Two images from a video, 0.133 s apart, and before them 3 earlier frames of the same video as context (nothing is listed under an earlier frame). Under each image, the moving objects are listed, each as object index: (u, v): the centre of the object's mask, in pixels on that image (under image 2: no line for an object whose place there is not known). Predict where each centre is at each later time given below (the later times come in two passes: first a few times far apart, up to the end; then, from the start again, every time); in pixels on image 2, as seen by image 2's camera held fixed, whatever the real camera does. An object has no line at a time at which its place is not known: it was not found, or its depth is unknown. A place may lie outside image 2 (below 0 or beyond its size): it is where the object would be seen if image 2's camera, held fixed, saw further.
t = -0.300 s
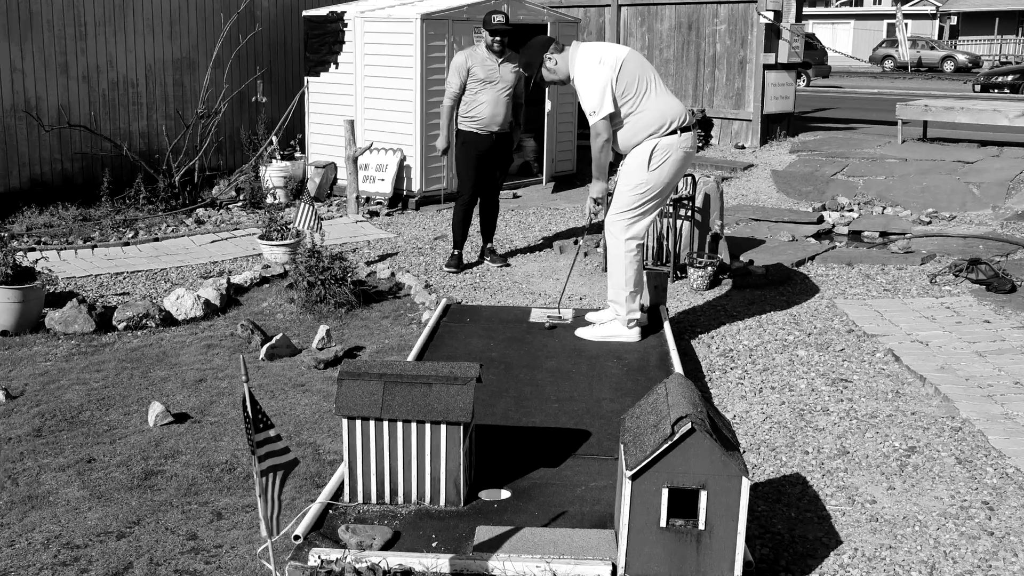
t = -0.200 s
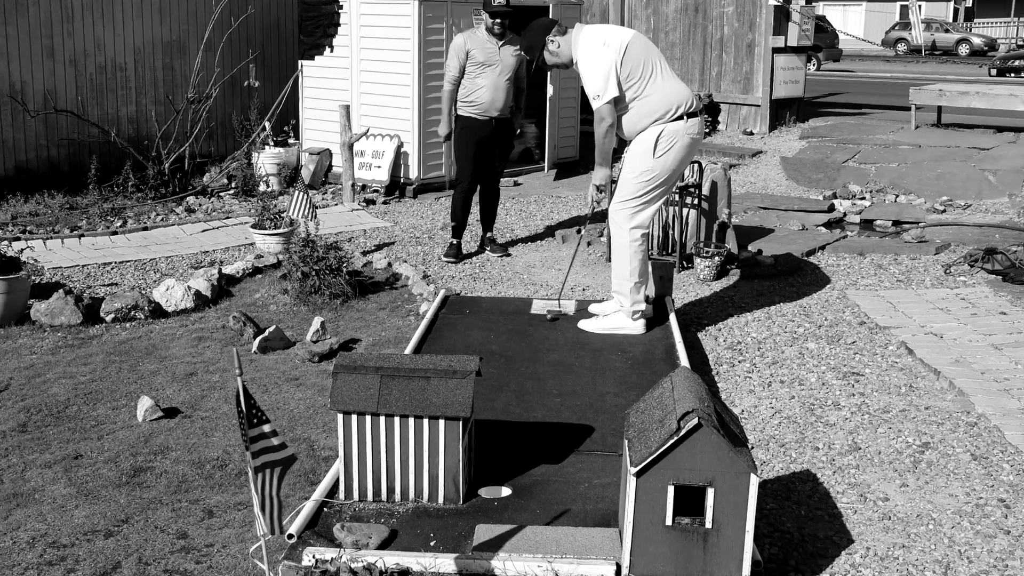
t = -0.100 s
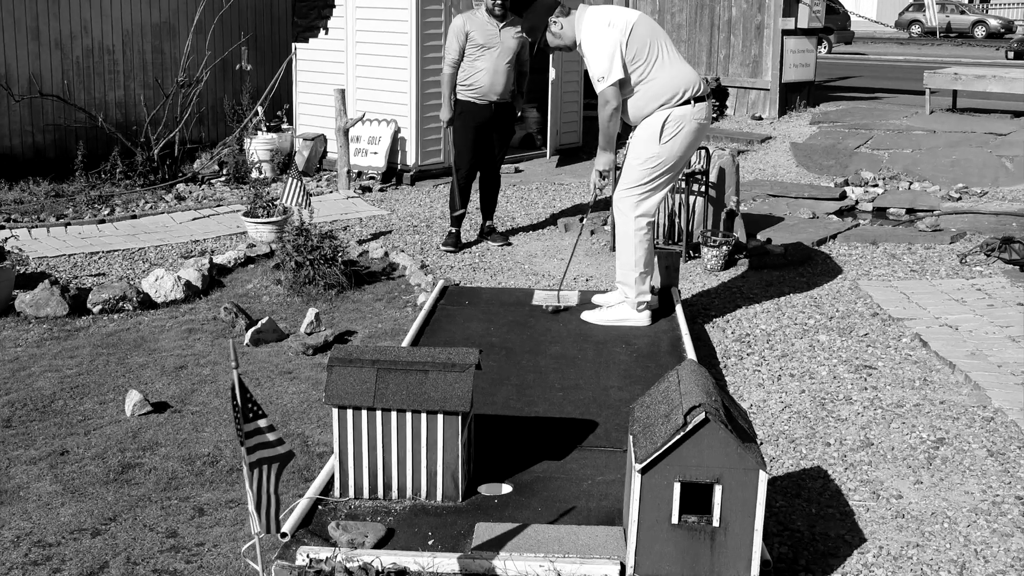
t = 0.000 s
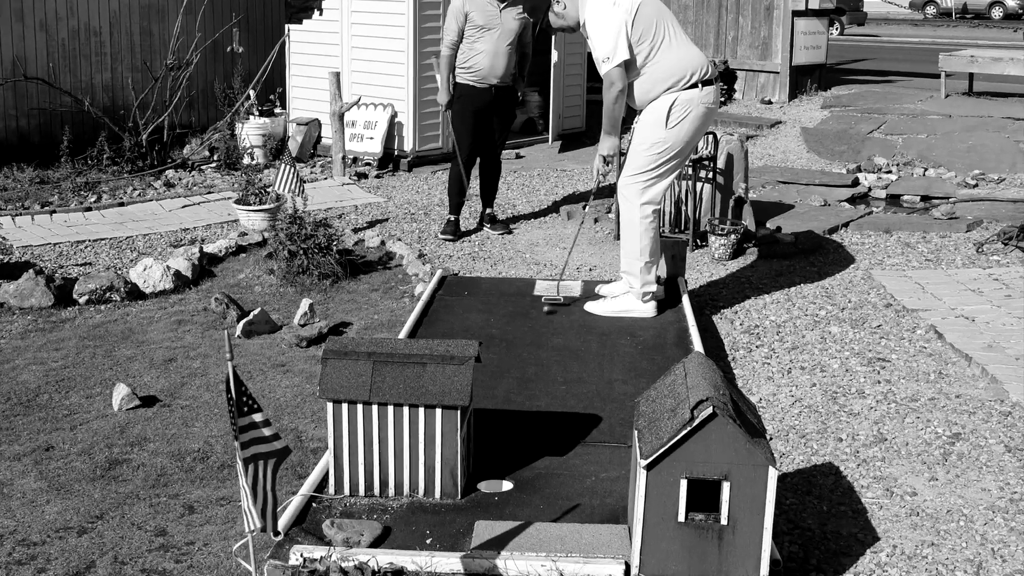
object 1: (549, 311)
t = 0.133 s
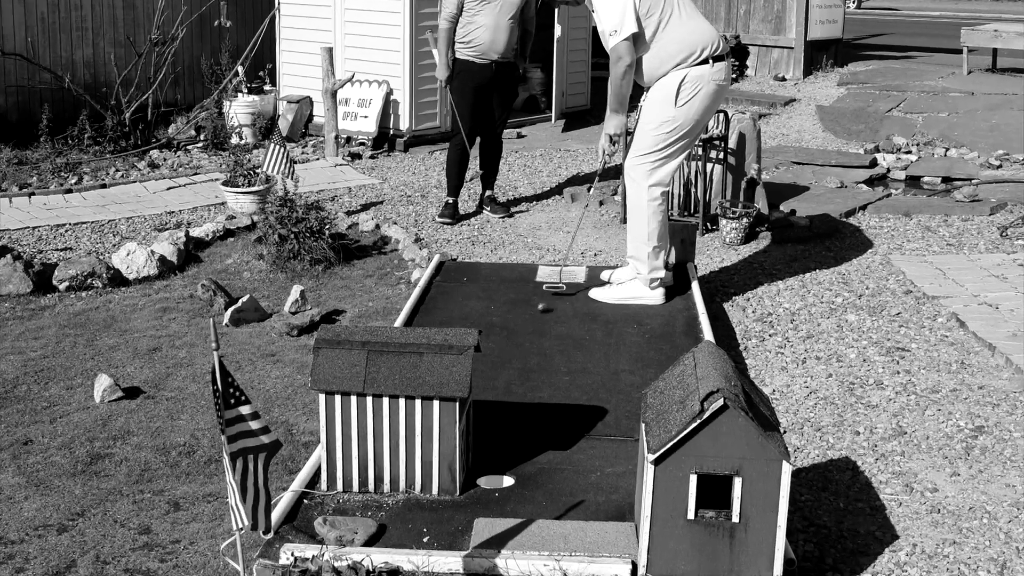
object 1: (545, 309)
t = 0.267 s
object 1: (539, 321)
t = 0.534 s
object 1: (526, 346)
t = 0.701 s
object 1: (519, 362)
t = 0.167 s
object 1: (543, 313)
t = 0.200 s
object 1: (542, 315)
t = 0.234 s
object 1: (540, 318)
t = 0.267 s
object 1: (539, 321)
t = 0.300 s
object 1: (537, 324)
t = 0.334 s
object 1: (536, 328)
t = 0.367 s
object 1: (534, 331)
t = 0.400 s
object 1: (533, 334)
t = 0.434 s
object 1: (532, 337)
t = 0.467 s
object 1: (530, 340)
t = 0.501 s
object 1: (528, 342)
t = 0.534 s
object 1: (526, 346)
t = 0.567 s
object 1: (525, 349)
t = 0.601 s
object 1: (523, 352)
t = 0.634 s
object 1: (521, 355)
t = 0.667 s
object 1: (520, 358)
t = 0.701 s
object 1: (519, 362)
